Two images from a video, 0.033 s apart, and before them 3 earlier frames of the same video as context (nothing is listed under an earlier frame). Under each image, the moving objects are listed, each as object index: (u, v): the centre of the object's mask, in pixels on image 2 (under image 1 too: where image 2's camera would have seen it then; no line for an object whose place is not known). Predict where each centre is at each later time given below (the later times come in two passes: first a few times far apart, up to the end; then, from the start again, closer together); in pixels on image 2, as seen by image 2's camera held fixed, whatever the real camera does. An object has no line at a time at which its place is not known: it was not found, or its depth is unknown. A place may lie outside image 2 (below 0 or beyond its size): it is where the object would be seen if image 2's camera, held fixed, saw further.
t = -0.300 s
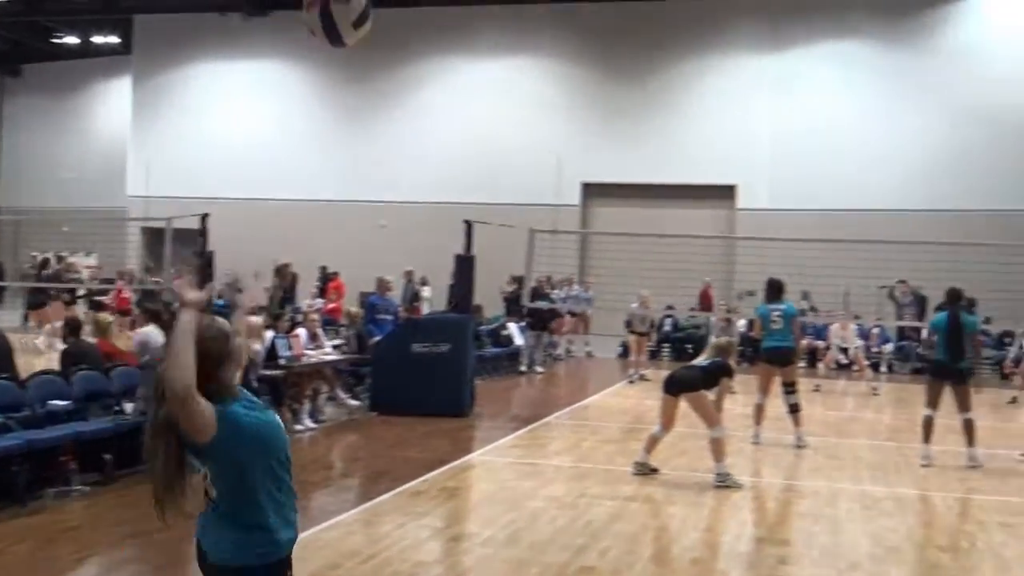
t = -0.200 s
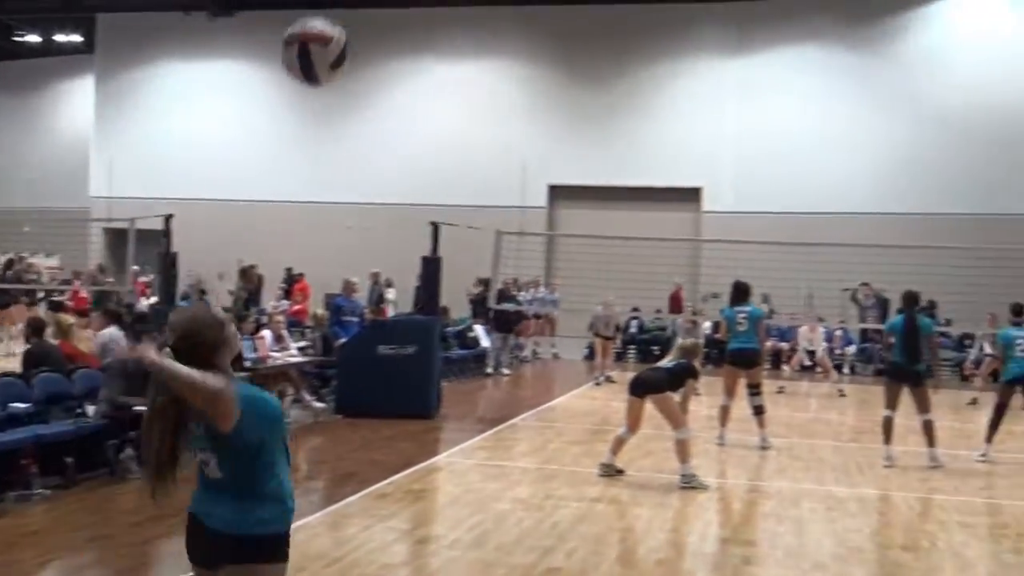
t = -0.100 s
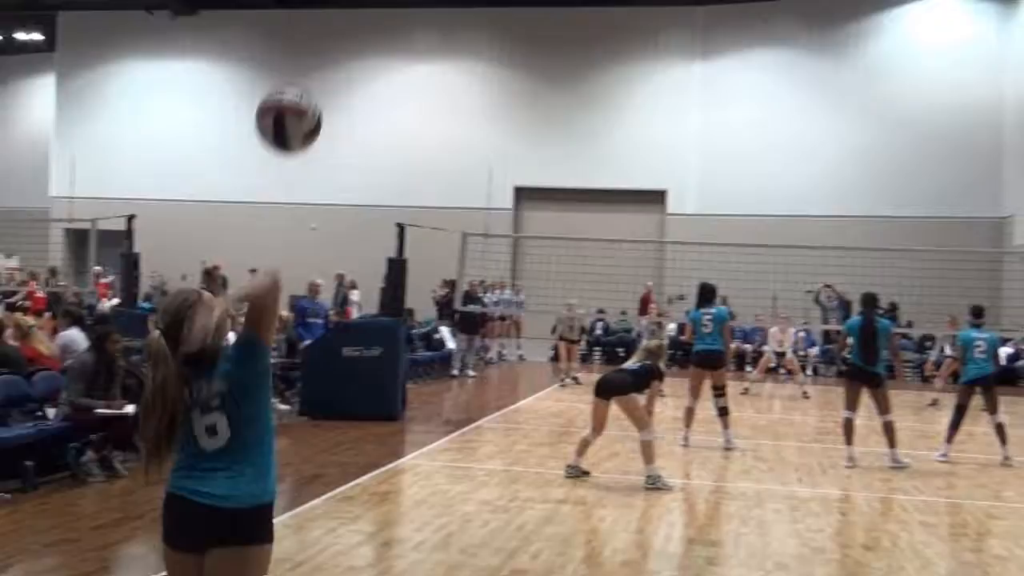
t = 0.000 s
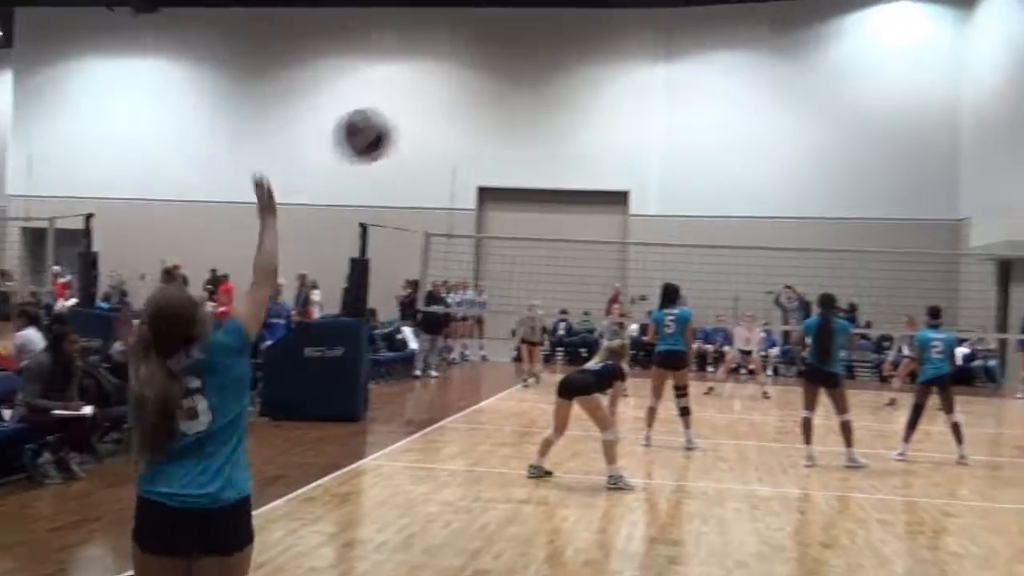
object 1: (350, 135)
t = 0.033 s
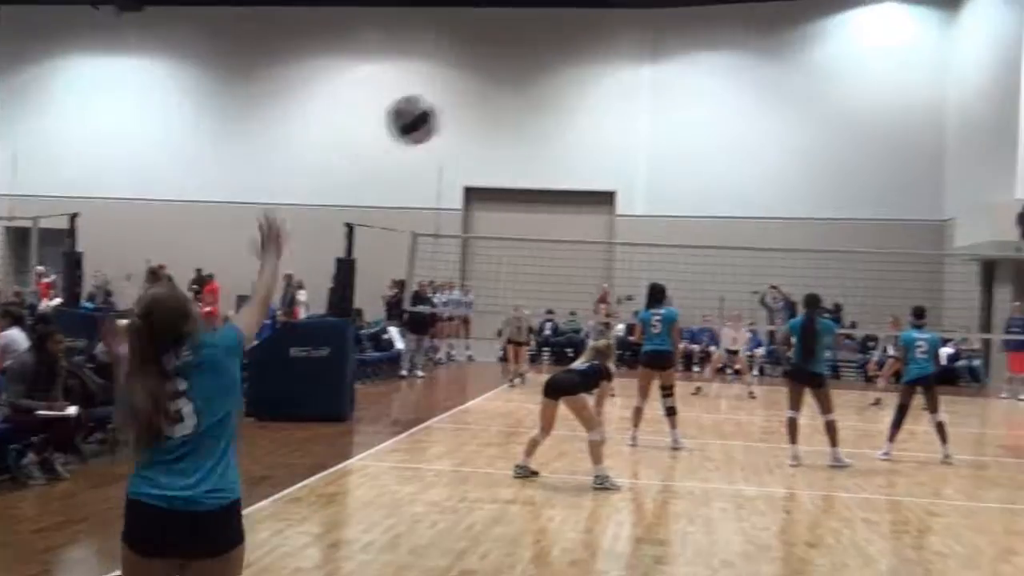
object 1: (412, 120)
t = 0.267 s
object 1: (654, 106)
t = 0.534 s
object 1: (776, 172)
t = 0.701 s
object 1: (813, 228)
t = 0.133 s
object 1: (544, 100)
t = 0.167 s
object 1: (577, 100)
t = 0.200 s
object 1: (606, 99)
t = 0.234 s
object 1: (630, 102)
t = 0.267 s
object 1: (654, 106)
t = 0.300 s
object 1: (675, 111)
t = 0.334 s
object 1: (693, 117)
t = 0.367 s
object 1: (711, 125)
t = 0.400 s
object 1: (727, 133)
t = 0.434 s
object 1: (740, 142)
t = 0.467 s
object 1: (753, 152)
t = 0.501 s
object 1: (766, 161)
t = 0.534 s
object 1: (776, 172)
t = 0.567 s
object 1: (785, 183)
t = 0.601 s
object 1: (793, 194)
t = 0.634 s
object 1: (801, 207)
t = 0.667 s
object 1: (807, 217)
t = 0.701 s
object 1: (813, 228)
